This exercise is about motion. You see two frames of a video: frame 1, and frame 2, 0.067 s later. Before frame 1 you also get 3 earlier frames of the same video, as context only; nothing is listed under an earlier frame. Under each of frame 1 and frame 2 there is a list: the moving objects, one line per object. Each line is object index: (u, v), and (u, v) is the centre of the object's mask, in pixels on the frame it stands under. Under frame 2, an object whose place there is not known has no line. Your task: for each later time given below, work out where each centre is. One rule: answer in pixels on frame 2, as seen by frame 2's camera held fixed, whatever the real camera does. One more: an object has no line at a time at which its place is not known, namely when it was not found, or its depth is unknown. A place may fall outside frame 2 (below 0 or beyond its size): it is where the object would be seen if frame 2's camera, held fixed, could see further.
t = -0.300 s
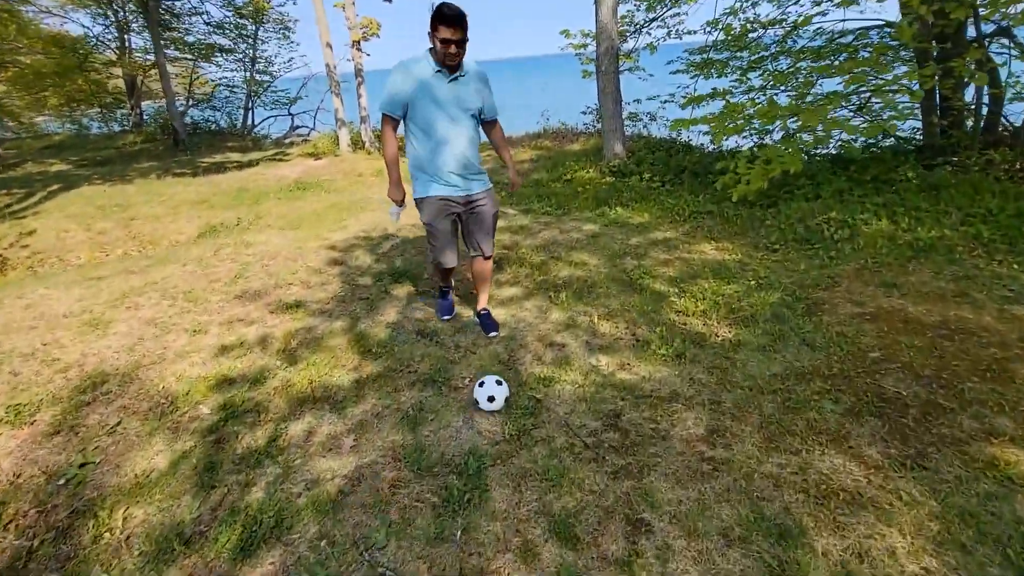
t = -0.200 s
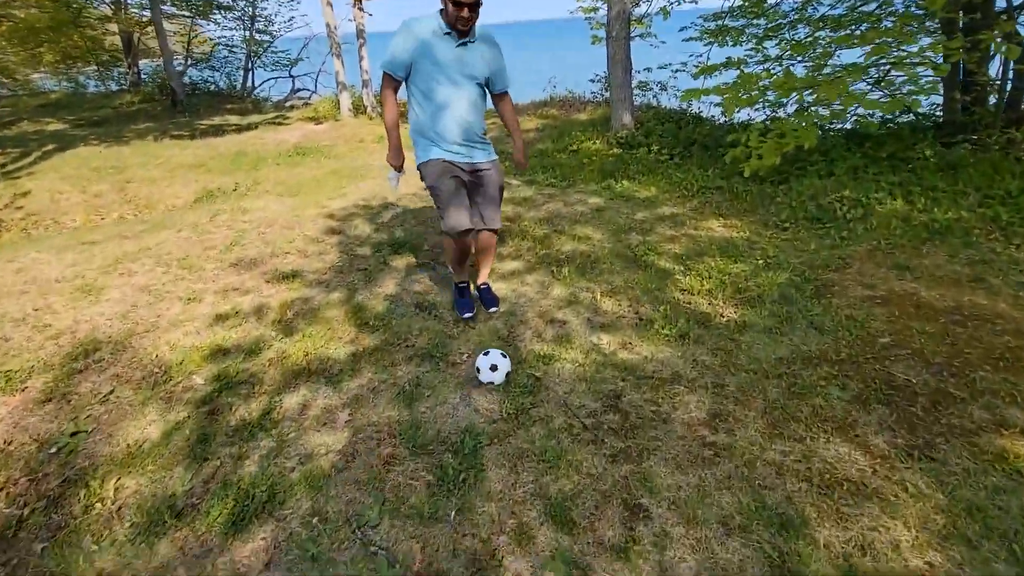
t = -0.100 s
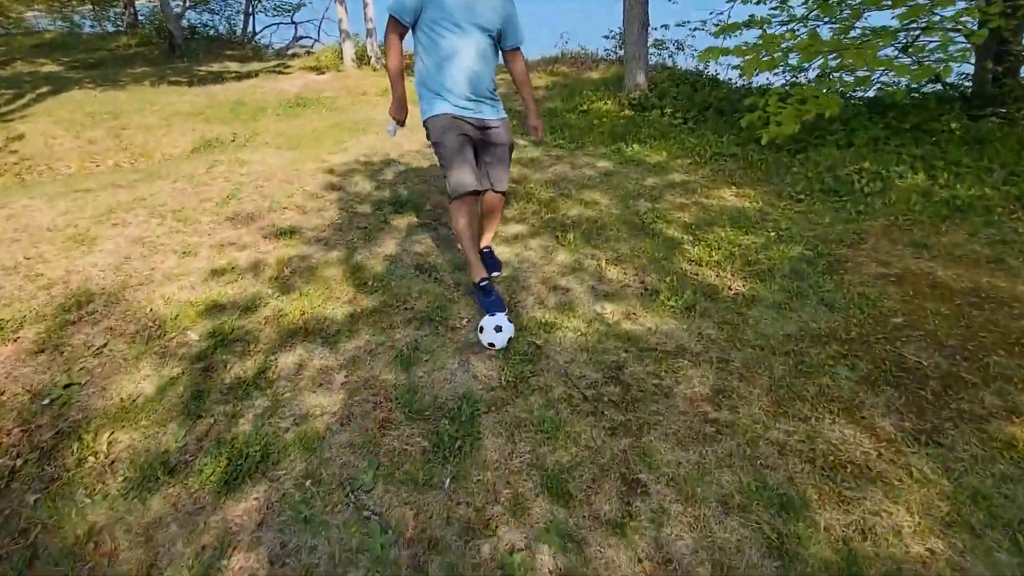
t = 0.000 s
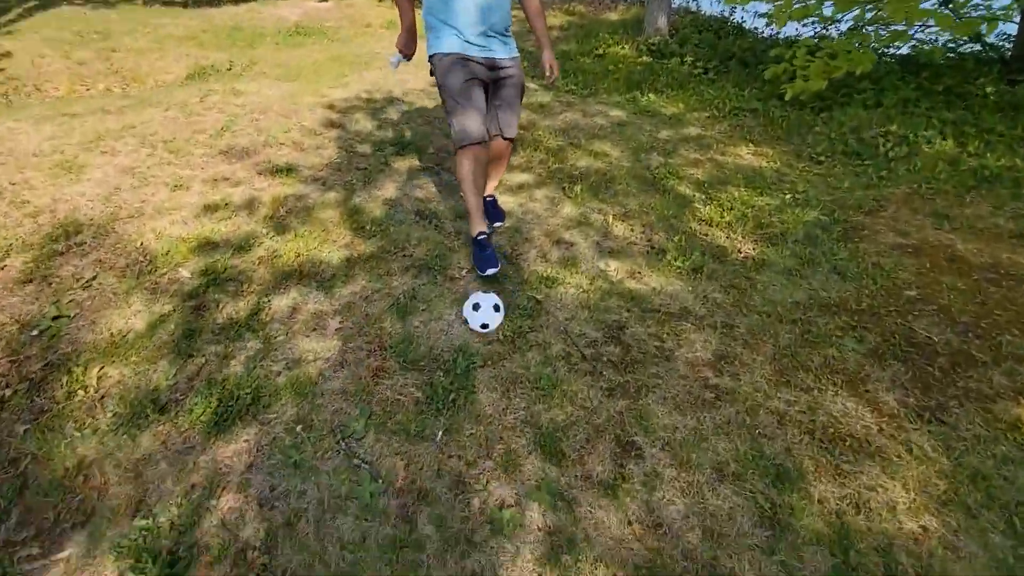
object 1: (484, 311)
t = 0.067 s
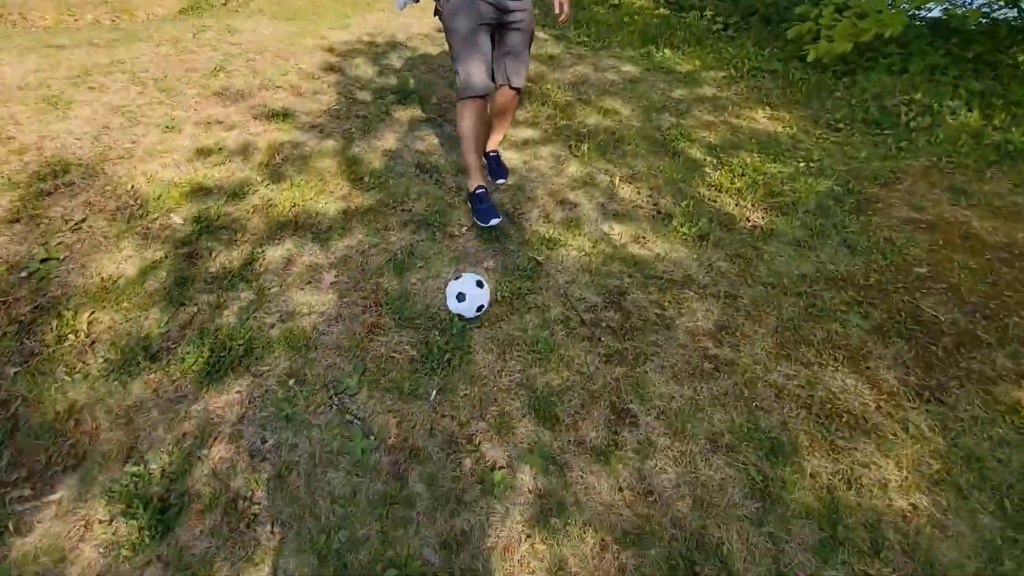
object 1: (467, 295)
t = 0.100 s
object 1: (460, 303)
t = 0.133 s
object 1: (453, 314)
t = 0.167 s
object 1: (445, 327)
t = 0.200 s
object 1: (436, 341)
